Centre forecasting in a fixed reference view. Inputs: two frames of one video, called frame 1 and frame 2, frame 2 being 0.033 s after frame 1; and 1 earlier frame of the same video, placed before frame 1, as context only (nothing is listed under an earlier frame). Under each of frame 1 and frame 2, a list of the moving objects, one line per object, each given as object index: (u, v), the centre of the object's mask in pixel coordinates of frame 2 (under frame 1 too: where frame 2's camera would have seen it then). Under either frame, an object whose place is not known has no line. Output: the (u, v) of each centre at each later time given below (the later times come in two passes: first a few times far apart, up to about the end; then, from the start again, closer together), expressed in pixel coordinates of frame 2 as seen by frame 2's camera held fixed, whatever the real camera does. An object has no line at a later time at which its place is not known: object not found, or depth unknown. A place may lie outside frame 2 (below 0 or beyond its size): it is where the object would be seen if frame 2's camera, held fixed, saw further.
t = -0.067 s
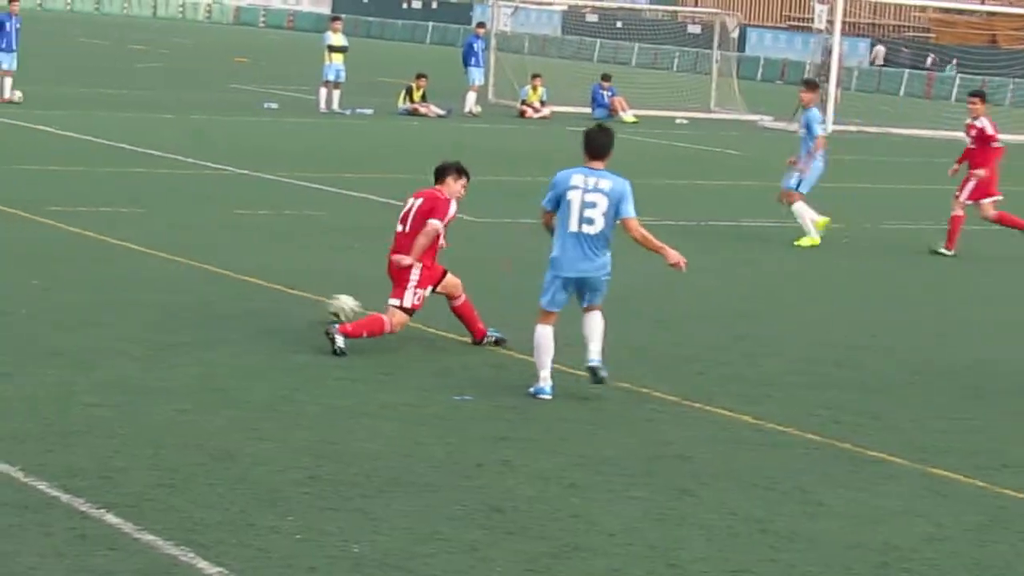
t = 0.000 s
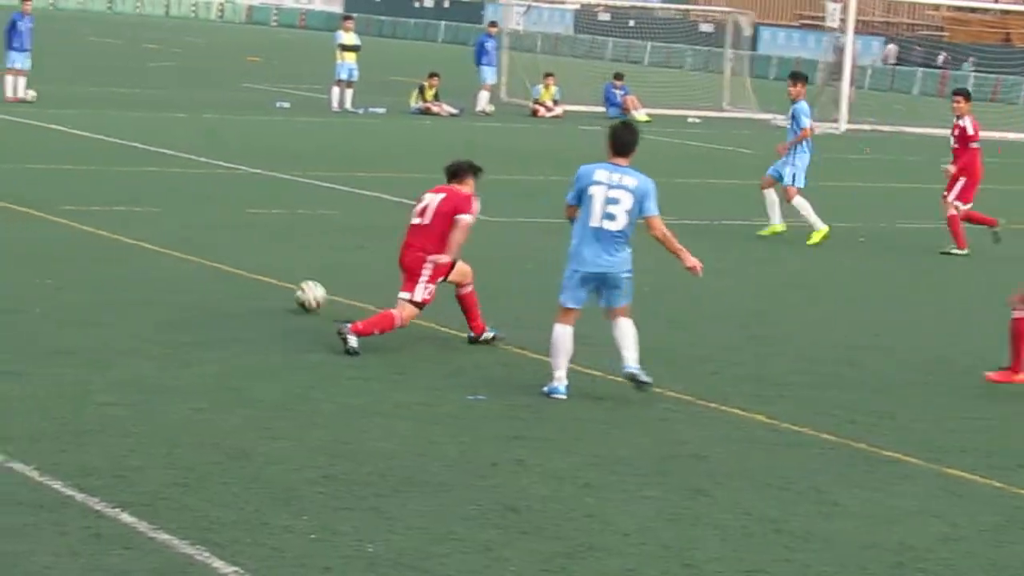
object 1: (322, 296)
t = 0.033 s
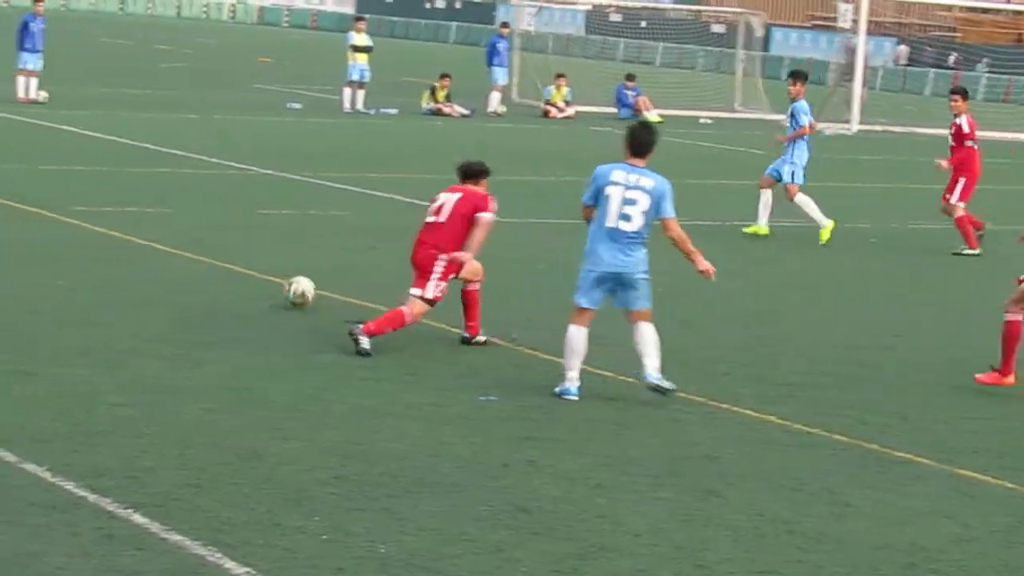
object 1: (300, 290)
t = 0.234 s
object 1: (184, 266)
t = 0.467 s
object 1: (82, 241)
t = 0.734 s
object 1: (-11, 224)
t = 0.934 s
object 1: (-72, 211)
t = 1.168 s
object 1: (-140, 200)
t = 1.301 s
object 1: (-176, 194)
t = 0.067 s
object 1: (279, 287)
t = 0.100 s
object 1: (258, 284)
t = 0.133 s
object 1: (239, 278)
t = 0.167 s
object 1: (221, 272)
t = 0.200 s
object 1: (202, 269)
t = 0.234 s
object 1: (184, 266)
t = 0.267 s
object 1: (168, 262)
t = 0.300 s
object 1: (153, 256)
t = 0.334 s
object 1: (138, 252)
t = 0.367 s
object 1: (123, 249)
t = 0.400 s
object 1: (108, 248)
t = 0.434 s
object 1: (94, 247)
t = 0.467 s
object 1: (82, 241)
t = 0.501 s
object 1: (70, 237)
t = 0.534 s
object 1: (57, 234)
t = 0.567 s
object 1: (45, 233)
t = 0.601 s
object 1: (33, 234)
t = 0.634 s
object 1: (22, 231)
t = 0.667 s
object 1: (11, 228)
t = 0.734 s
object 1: (-11, 224)
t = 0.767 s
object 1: (-21, 223)
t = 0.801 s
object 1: (-32, 217)
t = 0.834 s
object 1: (-42, 214)
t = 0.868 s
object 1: (-51, 211)
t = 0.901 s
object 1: (-62, 210)
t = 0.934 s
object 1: (-72, 211)
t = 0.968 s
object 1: (-81, 211)
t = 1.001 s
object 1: (-91, 208)
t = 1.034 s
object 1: (-102, 205)
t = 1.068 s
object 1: (-111, 203)
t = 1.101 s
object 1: (-121, 203)
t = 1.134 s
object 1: (-130, 202)
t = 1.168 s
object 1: (-140, 200)
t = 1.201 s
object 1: (-149, 198)
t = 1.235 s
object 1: (-158, 197)
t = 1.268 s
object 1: (-168, 195)
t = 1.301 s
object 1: (-176, 194)
